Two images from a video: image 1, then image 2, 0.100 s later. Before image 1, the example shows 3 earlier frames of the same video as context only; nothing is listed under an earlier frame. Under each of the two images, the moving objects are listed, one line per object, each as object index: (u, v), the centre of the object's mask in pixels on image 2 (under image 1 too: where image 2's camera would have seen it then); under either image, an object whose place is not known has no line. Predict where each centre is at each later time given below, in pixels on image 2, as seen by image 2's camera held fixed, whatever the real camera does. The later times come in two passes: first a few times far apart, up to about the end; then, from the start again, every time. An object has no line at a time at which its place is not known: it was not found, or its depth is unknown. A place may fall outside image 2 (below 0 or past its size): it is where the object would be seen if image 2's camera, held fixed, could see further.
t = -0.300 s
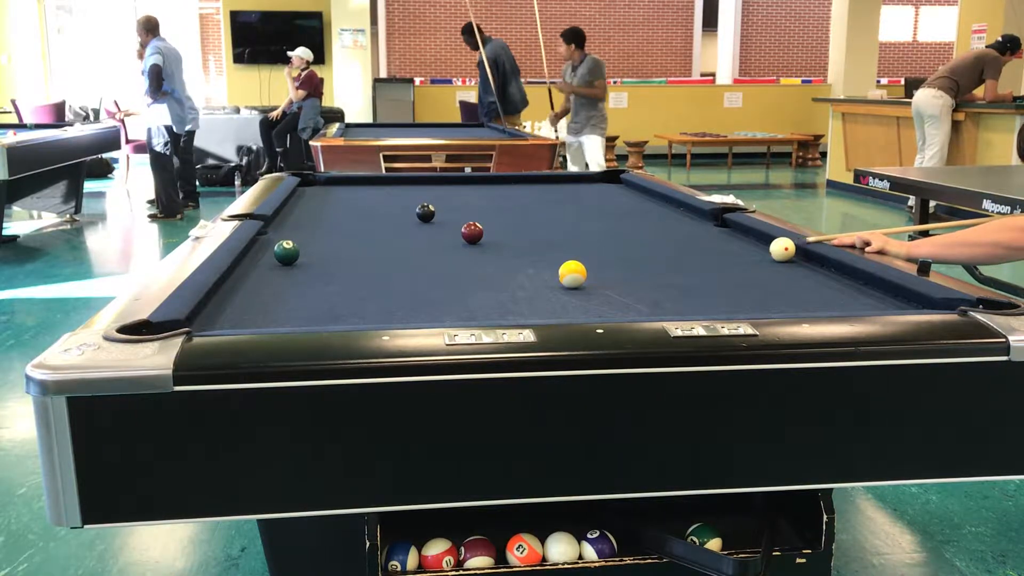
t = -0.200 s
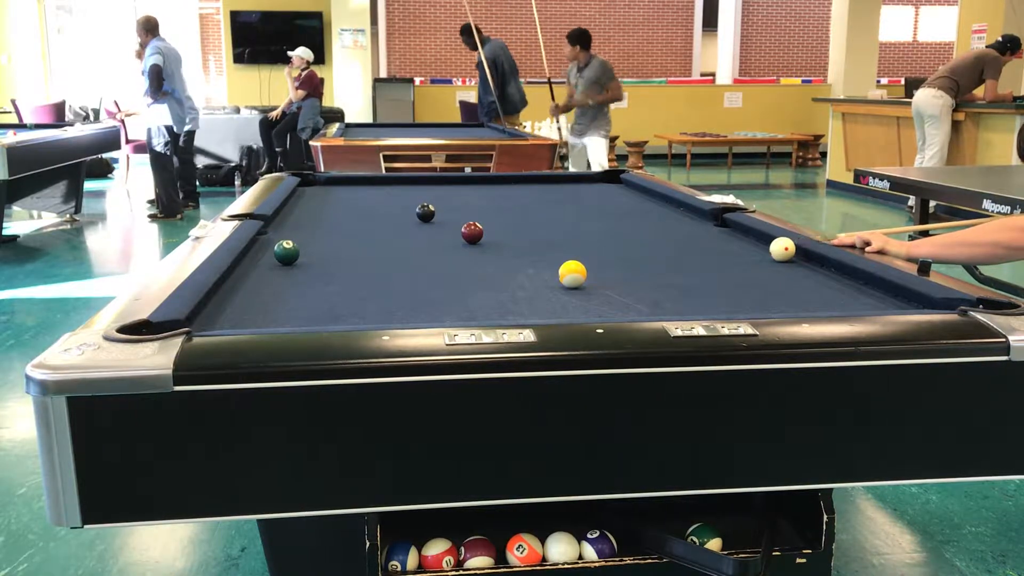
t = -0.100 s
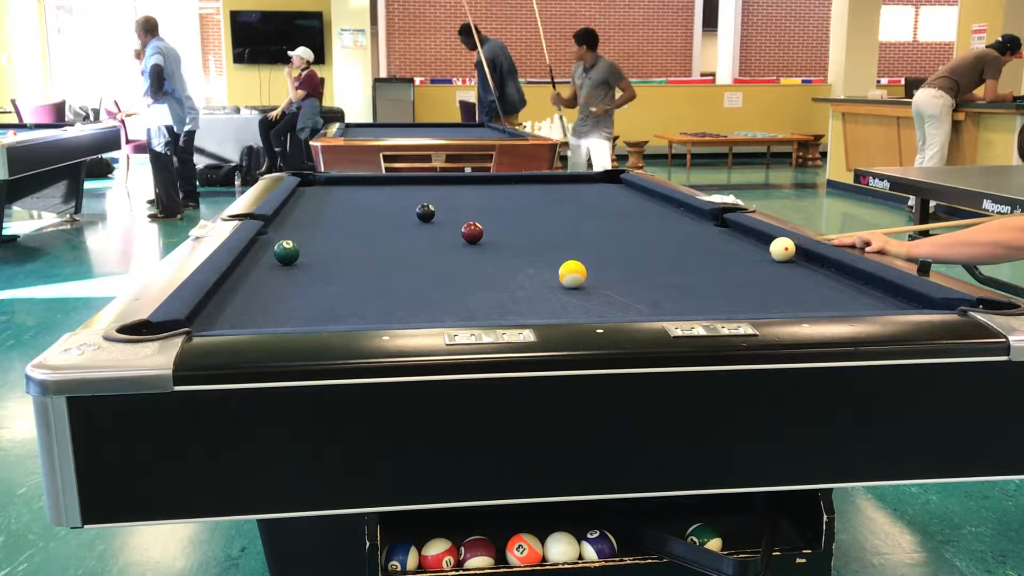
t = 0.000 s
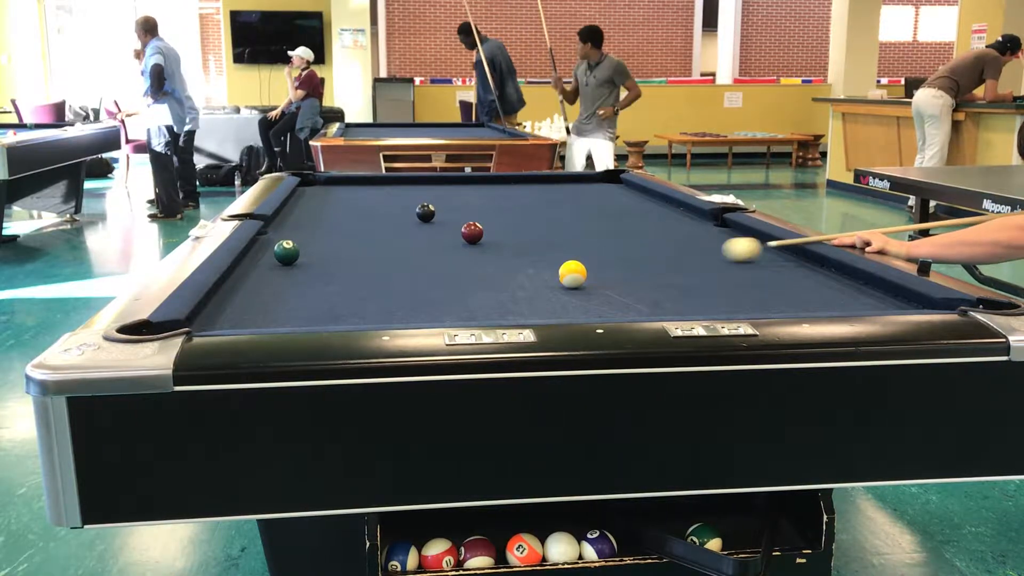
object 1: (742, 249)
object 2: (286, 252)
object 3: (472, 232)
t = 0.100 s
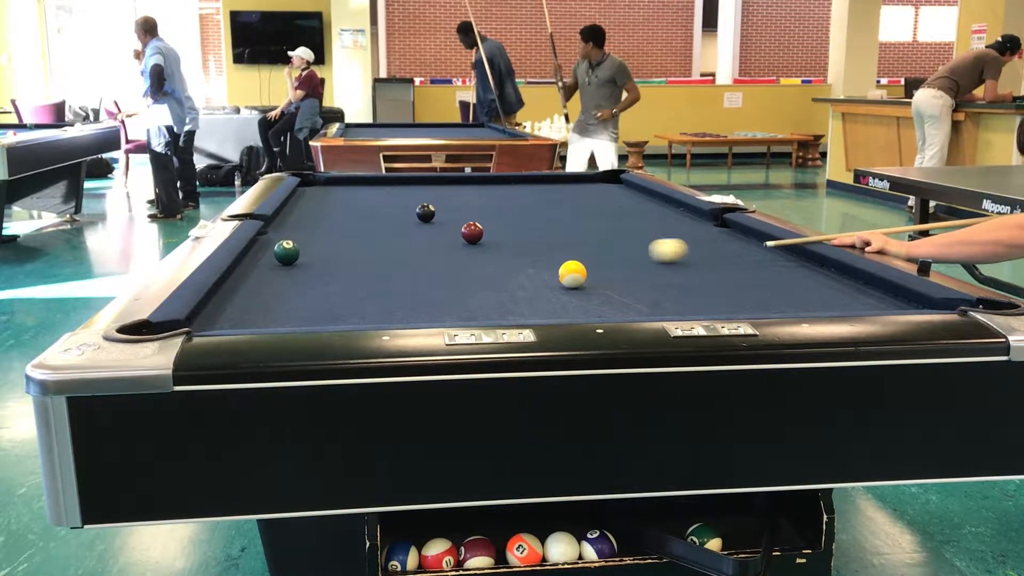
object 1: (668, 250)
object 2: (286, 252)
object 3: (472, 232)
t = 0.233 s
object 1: (570, 250)
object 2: (287, 252)
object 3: (472, 232)
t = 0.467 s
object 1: (399, 253)
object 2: (287, 252)
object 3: (472, 232)
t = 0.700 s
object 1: (277, 259)
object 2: (261, 245)
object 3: (472, 232)
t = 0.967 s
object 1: (277, 268)
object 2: (320, 244)
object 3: (472, 232)
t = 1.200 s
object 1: (319, 274)
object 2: (363, 240)
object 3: (472, 232)
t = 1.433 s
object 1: (361, 280)
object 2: (402, 237)
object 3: (472, 232)
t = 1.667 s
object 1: (403, 286)
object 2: (437, 234)
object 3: (472, 232)
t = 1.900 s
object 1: (445, 292)
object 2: (456, 231)
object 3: (484, 232)
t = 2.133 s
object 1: (488, 299)
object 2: (466, 228)
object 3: (501, 232)
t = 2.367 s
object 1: (529, 304)
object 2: (474, 226)
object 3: (515, 233)
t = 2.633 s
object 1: (576, 308)
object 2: (482, 224)
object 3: (529, 233)
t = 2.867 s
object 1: (616, 310)
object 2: (487, 222)
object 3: (539, 233)
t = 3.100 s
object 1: (640, 310)
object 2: (492, 221)
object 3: (546, 233)
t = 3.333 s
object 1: (652, 308)
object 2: (496, 220)
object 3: (550, 233)
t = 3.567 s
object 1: (662, 307)
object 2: (498, 219)
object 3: (552, 233)
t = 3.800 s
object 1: (668, 305)
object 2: (500, 219)
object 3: (552, 233)
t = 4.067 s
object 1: (673, 304)
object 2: (501, 219)
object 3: (553, 233)
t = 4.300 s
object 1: (675, 303)
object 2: (501, 219)
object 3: (553, 233)
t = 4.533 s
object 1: (676, 303)
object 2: (501, 219)
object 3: (553, 233)
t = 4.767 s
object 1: (676, 302)
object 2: (501, 219)
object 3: (553, 233)
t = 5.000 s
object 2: (501, 219)
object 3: (553, 233)
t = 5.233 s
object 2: (501, 219)
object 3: (553, 233)
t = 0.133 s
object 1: (643, 251)
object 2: (286, 252)
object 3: (472, 232)
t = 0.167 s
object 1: (619, 251)
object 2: (286, 252)
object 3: (472, 232)
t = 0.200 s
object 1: (595, 251)
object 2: (287, 252)
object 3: (472, 232)
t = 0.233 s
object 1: (570, 250)
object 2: (287, 252)
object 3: (472, 232)
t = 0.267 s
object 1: (545, 252)
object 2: (287, 252)
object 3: (472, 232)
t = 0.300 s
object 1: (521, 252)
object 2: (287, 252)
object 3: (472, 232)
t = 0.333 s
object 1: (498, 252)
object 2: (286, 252)
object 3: (472, 232)
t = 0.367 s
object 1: (473, 253)
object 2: (287, 252)
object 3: (472, 231)
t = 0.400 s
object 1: (448, 253)
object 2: (286, 252)
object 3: (472, 232)
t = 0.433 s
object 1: (424, 253)
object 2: (286, 252)
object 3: (472, 232)
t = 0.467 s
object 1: (399, 253)
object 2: (287, 252)
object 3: (472, 232)
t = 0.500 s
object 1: (375, 253)
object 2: (287, 252)
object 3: (472, 233)
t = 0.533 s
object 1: (350, 253)
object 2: (287, 252)
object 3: (472, 232)
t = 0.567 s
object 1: (326, 254)
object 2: (287, 252)
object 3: (472, 233)
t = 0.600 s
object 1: (306, 254)
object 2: (280, 251)
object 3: (472, 232)
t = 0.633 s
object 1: (297, 256)
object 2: (266, 250)
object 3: (472, 232)
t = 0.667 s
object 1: (288, 258)
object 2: (257, 249)
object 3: (472, 233)
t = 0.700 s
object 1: (277, 259)
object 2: (261, 245)
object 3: (472, 232)
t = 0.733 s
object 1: (265, 261)
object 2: (270, 243)
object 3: (472, 232)
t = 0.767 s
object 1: (253, 262)
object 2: (278, 247)
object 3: (472, 232)
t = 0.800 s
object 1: (248, 263)
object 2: (285, 247)
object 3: (472, 232)
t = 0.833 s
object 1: (253, 265)
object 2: (293, 247)
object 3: (472, 232)
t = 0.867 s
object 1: (259, 265)
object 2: (299, 246)
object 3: (472, 232)
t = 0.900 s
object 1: (265, 266)
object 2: (306, 245)
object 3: (472, 232)
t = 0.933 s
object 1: (271, 267)
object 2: (313, 244)
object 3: (472, 232)
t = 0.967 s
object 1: (277, 268)
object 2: (320, 244)
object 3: (472, 232)
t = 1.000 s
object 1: (283, 269)
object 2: (326, 244)
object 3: (472, 232)
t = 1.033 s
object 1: (289, 270)
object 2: (333, 243)
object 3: (472, 232)
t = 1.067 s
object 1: (295, 271)
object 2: (339, 242)
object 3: (472, 232)
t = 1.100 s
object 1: (301, 272)
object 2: (345, 242)
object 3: (472, 232)
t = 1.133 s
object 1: (307, 272)
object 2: (350, 242)
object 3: (472, 232)
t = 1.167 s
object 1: (313, 274)
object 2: (357, 241)
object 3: (472, 232)
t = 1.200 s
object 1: (319, 274)
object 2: (363, 240)
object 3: (472, 232)
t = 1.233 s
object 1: (325, 275)
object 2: (370, 239)
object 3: (472, 232)
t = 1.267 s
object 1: (331, 276)
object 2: (375, 239)
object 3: (472, 233)
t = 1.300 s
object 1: (337, 277)
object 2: (381, 238)
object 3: (472, 232)
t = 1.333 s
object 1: (343, 277)
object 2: (386, 238)
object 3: (472, 232)
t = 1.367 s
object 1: (348, 278)
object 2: (392, 238)
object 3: (472, 232)
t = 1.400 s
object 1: (355, 280)
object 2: (398, 237)
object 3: (472, 232)
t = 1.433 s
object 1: (361, 280)
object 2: (402, 237)
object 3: (472, 232)
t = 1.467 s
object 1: (367, 281)
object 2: (407, 236)
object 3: (472, 232)
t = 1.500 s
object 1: (373, 282)
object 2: (413, 236)
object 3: (472, 232)
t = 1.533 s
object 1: (379, 283)
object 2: (418, 235)
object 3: (472, 232)
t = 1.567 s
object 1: (385, 284)
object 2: (423, 235)
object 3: (472, 232)
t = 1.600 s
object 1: (391, 284)
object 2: (428, 234)
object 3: (472, 232)
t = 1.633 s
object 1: (397, 285)
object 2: (433, 234)
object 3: (472, 232)
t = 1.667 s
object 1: (403, 286)
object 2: (437, 234)
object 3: (472, 232)
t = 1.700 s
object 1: (409, 287)
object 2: (442, 233)
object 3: (472, 232)
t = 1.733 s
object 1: (415, 288)
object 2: (447, 232)
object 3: (472, 232)
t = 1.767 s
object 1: (421, 289)
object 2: (450, 232)
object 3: (473, 232)
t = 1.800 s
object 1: (427, 290)
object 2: (452, 232)
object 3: (476, 232)
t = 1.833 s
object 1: (433, 291)
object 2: (453, 231)
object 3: (479, 232)
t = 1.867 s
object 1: (439, 292)
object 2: (455, 231)
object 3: (482, 233)
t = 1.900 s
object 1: (445, 292)
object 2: (456, 231)
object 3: (484, 232)
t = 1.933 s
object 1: (451, 293)
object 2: (458, 230)
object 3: (487, 232)
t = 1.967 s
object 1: (457, 294)
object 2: (459, 230)
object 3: (489, 232)
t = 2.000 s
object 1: (463, 295)
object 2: (460, 230)
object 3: (491, 232)
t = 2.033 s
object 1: (469, 296)
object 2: (462, 229)
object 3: (494, 232)
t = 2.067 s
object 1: (476, 297)
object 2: (463, 229)
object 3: (496, 232)
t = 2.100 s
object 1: (482, 298)
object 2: (464, 228)
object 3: (499, 232)
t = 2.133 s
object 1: (488, 299)
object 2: (466, 228)
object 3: (501, 232)
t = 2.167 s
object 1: (494, 299)
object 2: (467, 228)
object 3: (503, 233)
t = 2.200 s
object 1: (499, 300)
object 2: (468, 227)
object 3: (506, 232)
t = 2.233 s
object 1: (505, 301)
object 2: (469, 227)
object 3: (508, 232)
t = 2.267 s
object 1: (511, 302)
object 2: (470, 227)
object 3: (510, 233)
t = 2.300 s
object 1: (517, 303)
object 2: (472, 227)
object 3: (512, 233)
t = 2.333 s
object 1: (523, 304)
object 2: (473, 226)
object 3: (514, 233)
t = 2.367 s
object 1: (529, 304)
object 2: (474, 226)
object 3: (515, 233)
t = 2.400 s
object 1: (535, 305)
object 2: (475, 226)
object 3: (517, 233)
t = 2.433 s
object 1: (541, 305)
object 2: (476, 225)
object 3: (519, 233)
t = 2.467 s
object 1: (547, 306)
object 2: (477, 225)
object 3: (521, 233)
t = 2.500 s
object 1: (552, 306)
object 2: (478, 225)
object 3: (523, 233)
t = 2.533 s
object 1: (558, 307)
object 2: (479, 224)
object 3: (525, 233)
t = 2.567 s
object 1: (564, 307)
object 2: (480, 224)
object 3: (526, 233)
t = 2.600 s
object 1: (570, 308)
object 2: (481, 224)
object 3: (528, 233)
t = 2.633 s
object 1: (576, 308)
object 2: (482, 224)
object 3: (529, 233)
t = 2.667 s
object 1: (582, 308)
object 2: (483, 223)
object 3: (531, 233)
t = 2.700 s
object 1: (587, 308)
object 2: (484, 223)
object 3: (532, 233)
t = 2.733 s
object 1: (593, 309)
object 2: (484, 223)
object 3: (534, 233)
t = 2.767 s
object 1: (599, 309)
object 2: (485, 223)
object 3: (535, 233)
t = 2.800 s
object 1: (604, 310)
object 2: (486, 222)
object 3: (536, 233)
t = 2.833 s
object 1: (610, 310)
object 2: (487, 222)
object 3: (537, 233)
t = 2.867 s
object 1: (616, 310)
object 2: (487, 222)
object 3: (539, 233)
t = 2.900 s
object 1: (621, 311)
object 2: (488, 222)
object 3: (540, 233)
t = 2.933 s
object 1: (627, 311)
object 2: (489, 222)
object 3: (541, 233)
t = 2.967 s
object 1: (632, 311)
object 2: (490, 222)
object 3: (542, 233)
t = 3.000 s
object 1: (634, 311)
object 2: (490, 222)
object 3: (543, 233)
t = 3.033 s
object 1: (637, 311)
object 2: (491, 221)
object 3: (544, 233)
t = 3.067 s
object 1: (638, 311)
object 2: (491, 221)
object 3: (545, 233)
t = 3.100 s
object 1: (640, 310)
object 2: (492, 221)
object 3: (546, 233)
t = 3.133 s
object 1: (642, 310)
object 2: (493, 221)
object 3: (547, 233)
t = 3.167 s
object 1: (644, 310)
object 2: (493, 221)
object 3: (547, 233)
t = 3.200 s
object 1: (646, 309)
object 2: (494, 220)
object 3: (548, 233)
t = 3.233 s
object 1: (648, 309)
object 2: (494, 220)
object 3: (549, 233)
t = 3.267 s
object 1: (649, 309)
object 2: (495, 220)
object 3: (549, 233)
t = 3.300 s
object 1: (651, 309)
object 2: (495, 220)
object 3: (550, 233)
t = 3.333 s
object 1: (652, 308)
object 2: (496, 220)
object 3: (550, 233)
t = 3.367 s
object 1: (654, 308)
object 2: (496, 220)
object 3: (551, 233)
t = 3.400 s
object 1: (655, 308)
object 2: (496, 220)
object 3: (551, 233)
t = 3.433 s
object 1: (657, 307)
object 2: (497, 220)
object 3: (551, 233)
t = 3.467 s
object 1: (658, 307)
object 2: (497, 219)
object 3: (552, 233)
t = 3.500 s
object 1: (659, 307)
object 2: (498, 220)
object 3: (552, 233)
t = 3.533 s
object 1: (660, 307)
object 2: (498, 219)
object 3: (552, 233)
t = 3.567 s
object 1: (662, 307)
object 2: (498, 219)
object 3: (552, 233)
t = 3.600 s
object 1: (663, 307)
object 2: (499, 219)
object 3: (552, 233)
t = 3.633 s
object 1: (664, 306)
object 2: (499, 219)
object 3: (552, 233)
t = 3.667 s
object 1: (665, 306)
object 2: (499, 219)
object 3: (552, 233)
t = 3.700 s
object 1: (666, 306)
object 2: (500, 219)
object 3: (552, 233)
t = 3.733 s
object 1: (667, 306)
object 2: (500, 219)
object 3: (552, 233)
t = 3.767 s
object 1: (668, 306)
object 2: (500, 219)
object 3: (552, 233)
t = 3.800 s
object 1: (668, 305)
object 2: (500, 219)
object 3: (552, 233)
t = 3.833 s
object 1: (669, 305)
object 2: (500, 219)
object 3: (552, 233)
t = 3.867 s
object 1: (670, 305)
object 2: (500, 219)
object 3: (553, 232)
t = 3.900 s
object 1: (670, 305)
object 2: (501, 219)
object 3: (553, 233)
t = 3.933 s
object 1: (671, 304)
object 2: (501, 219)
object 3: (553, 232)
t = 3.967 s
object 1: (672, 305)
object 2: (501, 219)
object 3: (553, 233)
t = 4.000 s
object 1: (672, 304)
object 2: (501, 219)
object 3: (553, 233)
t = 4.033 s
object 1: (673, 304)
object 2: (501, 219)
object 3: (553, 233)
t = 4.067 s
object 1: (673, 304)
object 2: (501, 219)
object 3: (553, 233)
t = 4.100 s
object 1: (673, 304)
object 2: (501, 219)
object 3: (553, 233)
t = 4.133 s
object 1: (674, 304)
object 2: (501, 219)
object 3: (553, 233)
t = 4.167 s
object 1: (674, 304)
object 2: (501, 219)
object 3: (553, 233)
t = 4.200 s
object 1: (674, 304)
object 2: (501, 219)
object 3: (553, 233)
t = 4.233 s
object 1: (675, 303)
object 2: (501, 219)
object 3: (553, 233)
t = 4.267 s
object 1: (675, 304)
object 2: (501, 219)
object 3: (553, 233)
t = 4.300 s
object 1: (675, 303)
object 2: (501, 219)
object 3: (553, 233)
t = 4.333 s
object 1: (675, 303)
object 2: (501, 219)
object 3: (553, 233)
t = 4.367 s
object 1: (675, 303)
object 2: (501, 219)
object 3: (553, 233)
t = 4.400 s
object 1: (675, 303)
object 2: (501, 219)
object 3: (553, 233)
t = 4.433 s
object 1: (675, 303)
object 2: (501, 219)
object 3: (553, 233)
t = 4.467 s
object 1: (676, 303)
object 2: (501, 219)
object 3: (553, 233)
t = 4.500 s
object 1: (676, 303)
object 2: (501, 219)
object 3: (553, 233)
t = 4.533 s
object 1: (676, 303)
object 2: (501, 219)
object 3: (553, 233)
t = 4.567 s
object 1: (676, 303)
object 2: (501, 219)
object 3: (553, 233)
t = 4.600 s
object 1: (676, 303)
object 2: (501, 219)
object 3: (553, 233)
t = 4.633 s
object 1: (676, 302)
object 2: (501, 219)
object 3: (553, 233)
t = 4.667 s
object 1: (676, 302)
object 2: (501, 219)
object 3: (553, 233)
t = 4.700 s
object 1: (676, 302)
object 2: (501, 219)
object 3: (553, 233)
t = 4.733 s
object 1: (676, 302)
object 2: (501, 219)
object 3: (553, 233)
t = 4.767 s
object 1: (676, 302)
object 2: (501, 219)
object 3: (553, 233)
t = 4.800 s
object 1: (677, 302)
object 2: (501, 219)
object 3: (553, 233)
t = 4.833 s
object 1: (676, 303)
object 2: (501, 219)
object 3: (553, 233)
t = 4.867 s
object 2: (501, 219)
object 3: (553, 233)
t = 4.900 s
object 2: (501, 219)
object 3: (553, 233)
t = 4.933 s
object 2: (501, 219)
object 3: (553, 233)
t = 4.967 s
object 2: (501, 219)
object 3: (553, 233)
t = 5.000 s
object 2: (501, 219)
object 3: (553, 233)
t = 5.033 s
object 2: (501, 219)
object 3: (553, 233)
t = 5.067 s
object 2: (501, 219)
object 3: (553, 233)
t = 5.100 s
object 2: (501, 219)
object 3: (553, 233)
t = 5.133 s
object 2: (501, 219)
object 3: (553, 233)
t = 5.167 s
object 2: (501, 219)
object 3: (553, 233)
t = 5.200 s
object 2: (501, 219)
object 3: (553, 233)
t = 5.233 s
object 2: (501, 219)
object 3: (553, 233)
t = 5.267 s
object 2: (501, 219)
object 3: (553, 233)
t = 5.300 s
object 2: (501, 219)
